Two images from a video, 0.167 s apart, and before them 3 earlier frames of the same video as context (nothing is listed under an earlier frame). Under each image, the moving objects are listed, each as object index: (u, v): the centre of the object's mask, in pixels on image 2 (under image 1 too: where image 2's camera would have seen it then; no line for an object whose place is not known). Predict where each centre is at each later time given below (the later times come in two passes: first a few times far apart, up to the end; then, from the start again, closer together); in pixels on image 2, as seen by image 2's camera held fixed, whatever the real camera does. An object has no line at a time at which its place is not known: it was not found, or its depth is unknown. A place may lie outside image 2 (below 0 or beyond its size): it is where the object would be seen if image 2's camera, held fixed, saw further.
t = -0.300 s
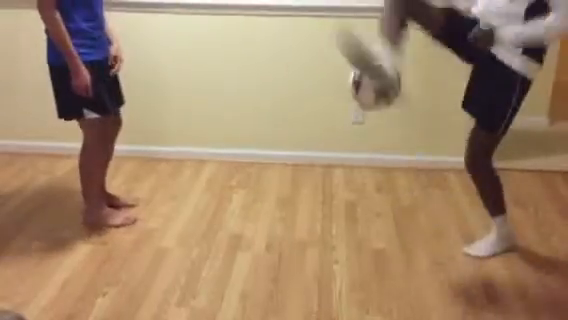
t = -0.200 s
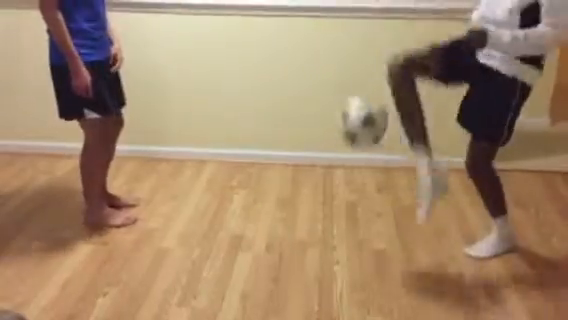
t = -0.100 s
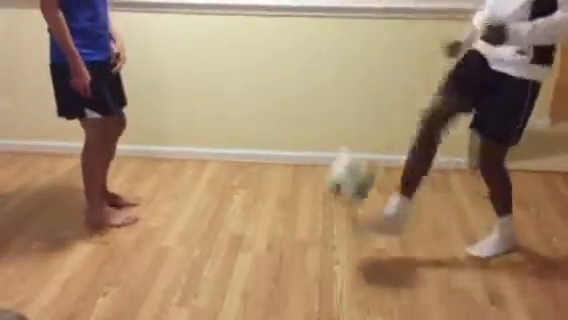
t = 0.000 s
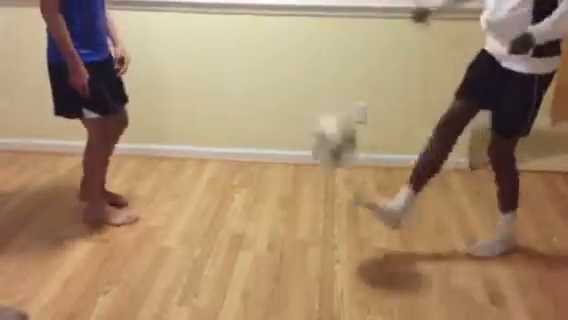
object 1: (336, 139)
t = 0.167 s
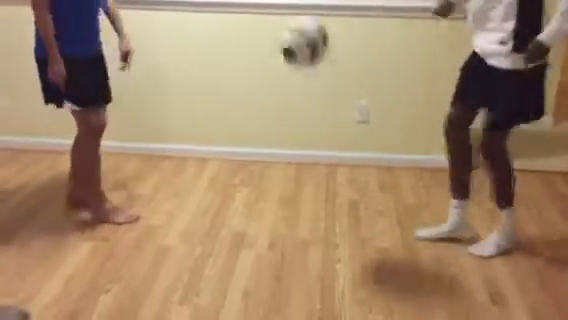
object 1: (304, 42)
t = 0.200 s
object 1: (297, 30)
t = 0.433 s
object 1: (252, 14)
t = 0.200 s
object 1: (297, 30)
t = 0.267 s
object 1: (285, 16)
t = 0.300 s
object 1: (278, 13)
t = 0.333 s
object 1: (274, 12)
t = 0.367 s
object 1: (266, 11)
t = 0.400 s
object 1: (261, 12)
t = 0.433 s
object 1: (252, 14)
